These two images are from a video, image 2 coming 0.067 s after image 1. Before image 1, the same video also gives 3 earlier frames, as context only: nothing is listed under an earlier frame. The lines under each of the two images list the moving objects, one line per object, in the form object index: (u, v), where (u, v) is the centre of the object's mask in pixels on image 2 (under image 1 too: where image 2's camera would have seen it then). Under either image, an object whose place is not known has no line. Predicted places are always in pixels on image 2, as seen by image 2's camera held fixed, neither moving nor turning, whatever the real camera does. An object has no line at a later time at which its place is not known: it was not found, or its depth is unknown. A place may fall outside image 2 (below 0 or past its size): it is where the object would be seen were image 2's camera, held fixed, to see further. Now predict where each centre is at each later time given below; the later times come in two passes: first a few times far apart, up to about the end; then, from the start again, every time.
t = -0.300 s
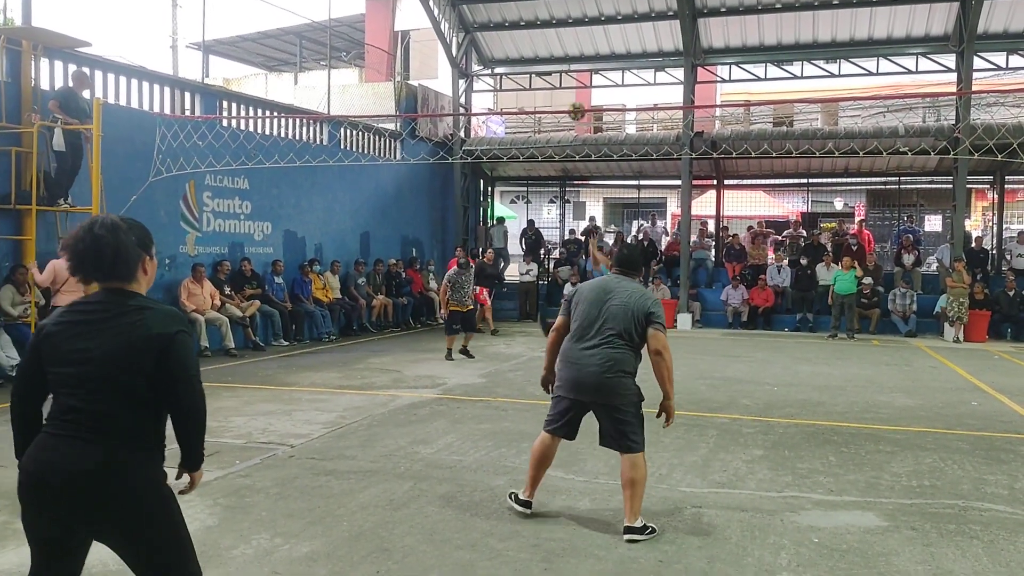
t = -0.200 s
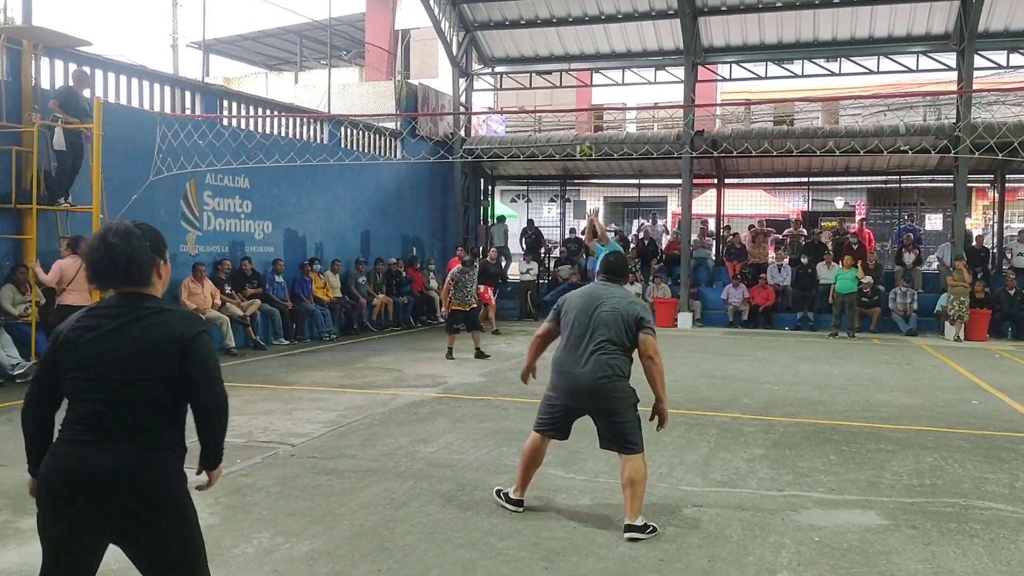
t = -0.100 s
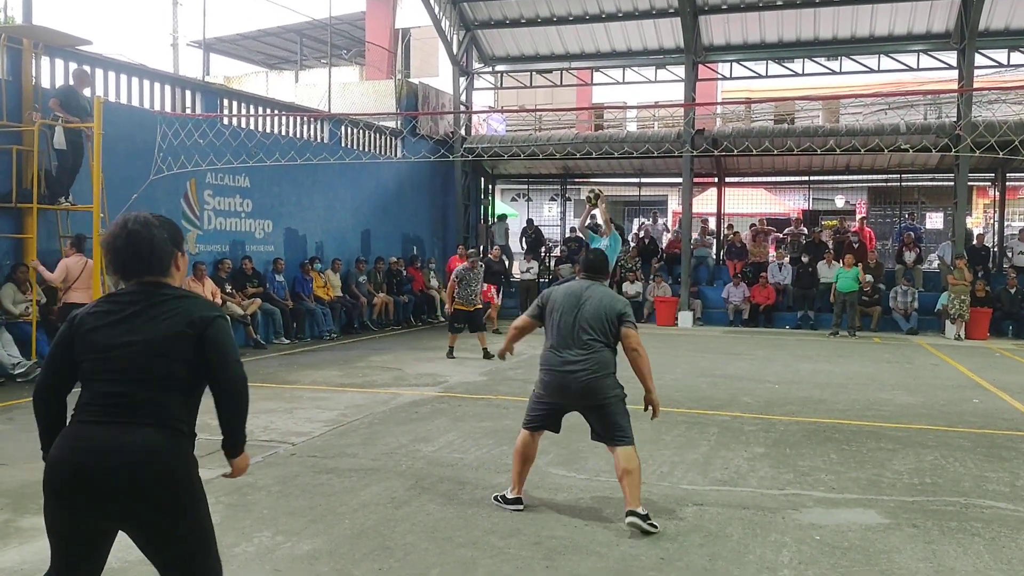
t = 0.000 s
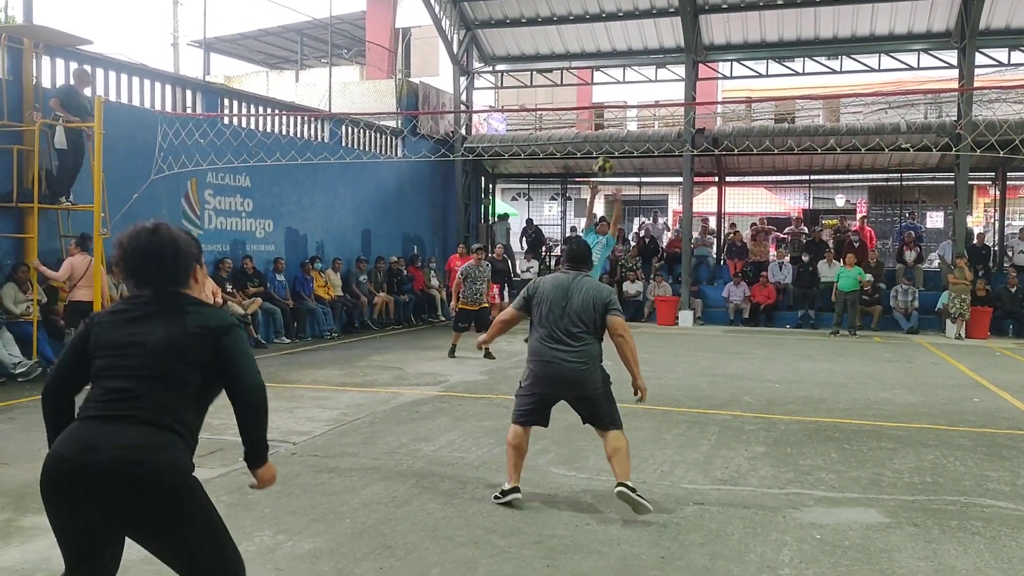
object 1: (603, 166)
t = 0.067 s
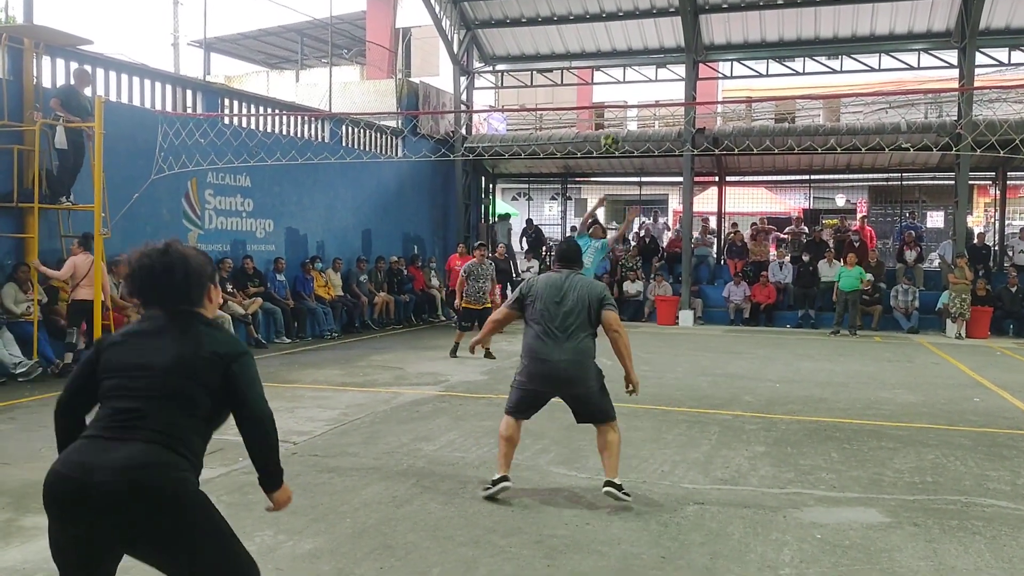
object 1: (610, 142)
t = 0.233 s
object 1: (631, 89)
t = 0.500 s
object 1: (674, 44)
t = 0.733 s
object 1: (729, 80)
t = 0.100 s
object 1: (615, 129)
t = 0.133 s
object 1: (619, 119)
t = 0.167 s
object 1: (623, 109)
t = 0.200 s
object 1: (627, 97)
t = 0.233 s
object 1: (631, 89)
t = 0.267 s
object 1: (636, 80)
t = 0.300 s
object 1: (641, 72)
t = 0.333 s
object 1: (646, 64)
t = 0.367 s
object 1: (651, 58)
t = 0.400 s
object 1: (656, 53)
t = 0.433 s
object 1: (662, 49)
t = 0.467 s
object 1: (668, 46)
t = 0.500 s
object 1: (674, 44)
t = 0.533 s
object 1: (680, 44)
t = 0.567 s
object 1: (687, 45)
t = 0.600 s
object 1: (694, 47)
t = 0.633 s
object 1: (701, 52)
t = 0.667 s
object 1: (710, 60)
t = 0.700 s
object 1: (719, 68)
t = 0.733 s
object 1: (729, 80)
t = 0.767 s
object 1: (739, 95)
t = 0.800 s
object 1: (749, 113)
